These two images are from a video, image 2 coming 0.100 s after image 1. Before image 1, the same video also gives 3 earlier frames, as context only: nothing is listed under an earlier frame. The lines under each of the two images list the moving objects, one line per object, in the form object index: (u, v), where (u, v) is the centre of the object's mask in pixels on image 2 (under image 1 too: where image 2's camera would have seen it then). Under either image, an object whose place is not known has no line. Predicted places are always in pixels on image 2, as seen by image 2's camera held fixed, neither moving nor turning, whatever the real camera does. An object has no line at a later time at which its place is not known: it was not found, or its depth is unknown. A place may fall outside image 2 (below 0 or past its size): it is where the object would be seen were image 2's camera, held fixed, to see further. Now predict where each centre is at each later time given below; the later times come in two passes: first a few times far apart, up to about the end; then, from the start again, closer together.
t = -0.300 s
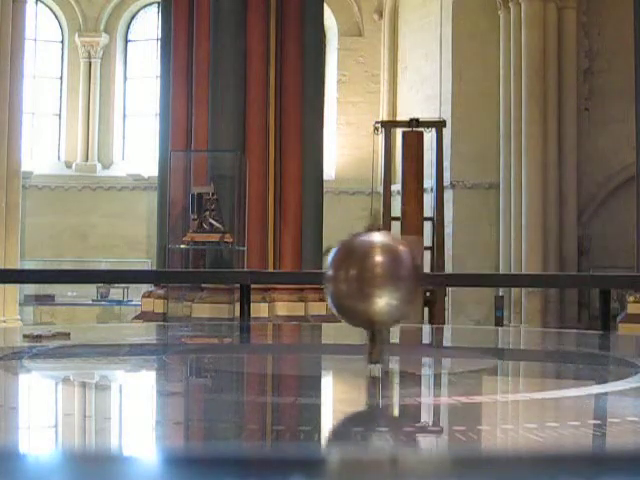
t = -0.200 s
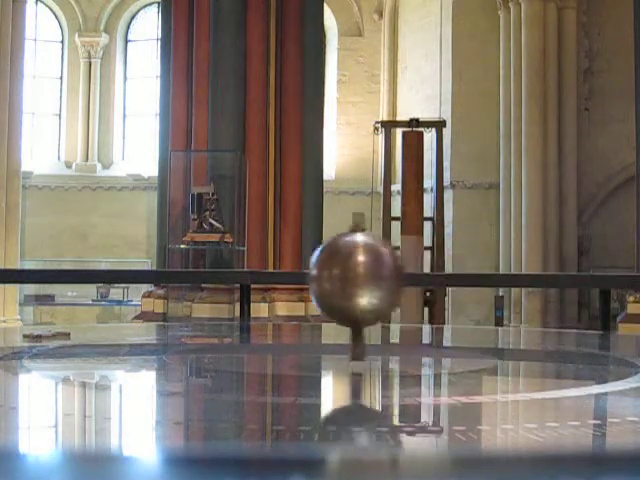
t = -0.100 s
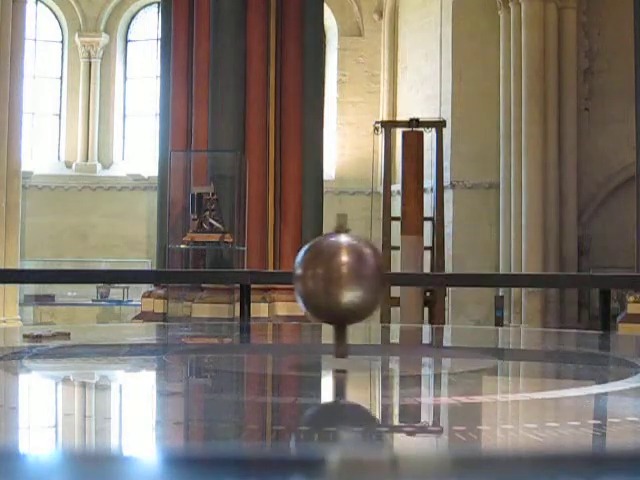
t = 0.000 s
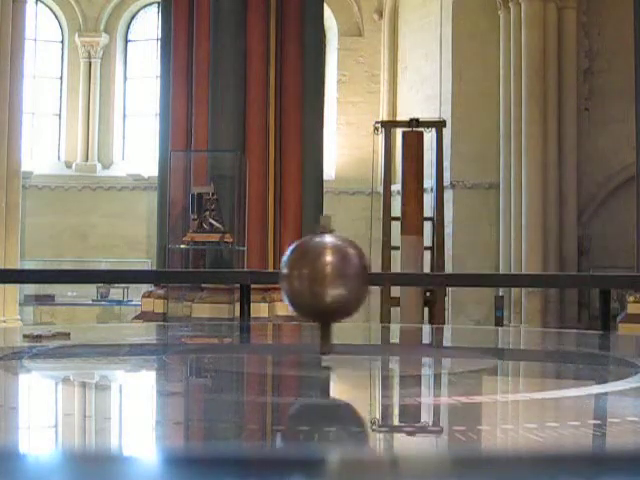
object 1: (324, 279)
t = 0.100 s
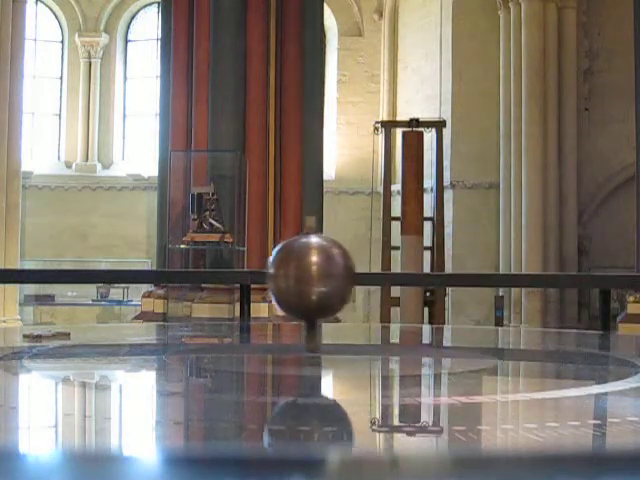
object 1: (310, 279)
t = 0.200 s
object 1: (297, 277)
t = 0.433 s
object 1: (268, 276)
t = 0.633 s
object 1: (248, 275)
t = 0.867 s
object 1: (227, 270)
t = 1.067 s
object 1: (215, 270)
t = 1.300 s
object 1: (204, 267)
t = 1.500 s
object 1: (195, 268)
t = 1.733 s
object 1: (189, 267)
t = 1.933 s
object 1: (186, 265)
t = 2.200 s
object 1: (186, 267)
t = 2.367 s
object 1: (188, 266)
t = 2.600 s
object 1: (193, 266)
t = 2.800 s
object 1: (200, 267)
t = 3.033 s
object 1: (211, 268)
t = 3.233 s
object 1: (222, 270)
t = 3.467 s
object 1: (239, 266)
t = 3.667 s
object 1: (257, 274)
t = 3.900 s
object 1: (281, 276)
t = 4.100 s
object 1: (307, 278)
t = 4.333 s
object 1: (339, 279)
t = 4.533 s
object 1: (369, 281)
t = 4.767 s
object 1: (411, 284)
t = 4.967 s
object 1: (446, 280)
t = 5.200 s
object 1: (493, 283)
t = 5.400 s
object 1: (532, 282)
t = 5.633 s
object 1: (574, 283)
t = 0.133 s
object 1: (305, 278)
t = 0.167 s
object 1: (301, 277)
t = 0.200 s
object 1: (297, 277)
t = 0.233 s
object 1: (293, 277)
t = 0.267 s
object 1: (288, 277)
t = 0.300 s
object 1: (284, 276)
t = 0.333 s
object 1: (279, 276)
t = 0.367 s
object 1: (275, 277)
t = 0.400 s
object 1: (271, 276)
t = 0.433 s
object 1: (268, 276)
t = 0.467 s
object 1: (265, 275)
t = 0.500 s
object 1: (261, 276)
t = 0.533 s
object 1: (257, 275)
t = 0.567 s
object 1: (254, 275)
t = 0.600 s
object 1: (251, 274)
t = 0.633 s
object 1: (248, 275)
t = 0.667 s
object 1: (245, 274)
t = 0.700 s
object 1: (242, 274)
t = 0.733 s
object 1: (239, 272)
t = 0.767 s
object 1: (236, 270)
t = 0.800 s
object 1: (233, 271)
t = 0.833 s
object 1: (230, 270)
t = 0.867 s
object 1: (227, 270)
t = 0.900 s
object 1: (225, 270)
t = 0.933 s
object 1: (223, 269)
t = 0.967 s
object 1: (221, 269)
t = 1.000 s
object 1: (219, 269)
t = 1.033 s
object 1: (217, 269)
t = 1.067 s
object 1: (215, 270)
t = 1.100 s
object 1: (213, 268)
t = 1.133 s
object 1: (212, 267)
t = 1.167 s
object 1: (210, 268)
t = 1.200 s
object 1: (208, 268)
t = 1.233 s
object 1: (207, 268)
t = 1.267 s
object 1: (205, 267)
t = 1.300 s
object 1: (204, 267)
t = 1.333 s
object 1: (204, 266)
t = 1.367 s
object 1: (201, 269)
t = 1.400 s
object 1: (198, 268)
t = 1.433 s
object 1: (197, 268)
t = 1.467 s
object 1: (196, 268)
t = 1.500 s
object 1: (195, 268)
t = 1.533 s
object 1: (193, 268)
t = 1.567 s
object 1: (192, 267)
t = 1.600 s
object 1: (191, 267)
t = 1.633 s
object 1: (191, 267)
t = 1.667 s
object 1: (190, 266)
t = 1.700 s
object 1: (190, 266)
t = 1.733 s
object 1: (189, 267)
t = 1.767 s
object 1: (189, 265)
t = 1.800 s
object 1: (187, 267)
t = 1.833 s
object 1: (187, 267)
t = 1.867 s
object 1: (187, 267)
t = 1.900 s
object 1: (187, 265)
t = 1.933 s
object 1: (186, 265)
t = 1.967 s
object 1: (186, 267)
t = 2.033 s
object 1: (186, 267)
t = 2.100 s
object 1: (186, 265)
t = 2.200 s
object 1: (186, 267)
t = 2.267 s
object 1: (186, 266)
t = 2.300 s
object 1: (187, 265)
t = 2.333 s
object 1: (187, 266)
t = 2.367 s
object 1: (188, 266)
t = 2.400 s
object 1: (188, 267)
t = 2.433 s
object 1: (189, 266)
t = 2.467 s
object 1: (190, 265)
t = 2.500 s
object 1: (190, 267)
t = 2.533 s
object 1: (191, 267)
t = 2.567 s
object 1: (192, 266)
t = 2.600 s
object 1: (193, 266)
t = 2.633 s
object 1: (194, 266)
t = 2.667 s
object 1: (194, 267)
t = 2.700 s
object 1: (196, 266)
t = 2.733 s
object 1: (198, 266)
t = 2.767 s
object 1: (199, 266)
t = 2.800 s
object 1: (200, 267)
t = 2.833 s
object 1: (200, 268)
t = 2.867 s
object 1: (202, 268)
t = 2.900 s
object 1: (204, 265)
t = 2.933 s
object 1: (206, 264)
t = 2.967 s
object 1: (207, 268)
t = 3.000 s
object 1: (208, 265)
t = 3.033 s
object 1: (211, 268)
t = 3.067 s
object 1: (213, 268)
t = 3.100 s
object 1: (215, 269)
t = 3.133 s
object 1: (216, 269)
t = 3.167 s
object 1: (219, 270)
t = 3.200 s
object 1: (221, 270)
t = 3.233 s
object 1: (222, 270)
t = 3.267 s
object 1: (225, 269)
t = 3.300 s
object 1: (227, 269)
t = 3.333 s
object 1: (229, 270)
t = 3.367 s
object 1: (230, 269)
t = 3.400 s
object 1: (233, 270)
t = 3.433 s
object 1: (236, 268)
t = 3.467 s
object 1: (239, 266)
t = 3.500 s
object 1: (241, 268)
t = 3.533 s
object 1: (245, 270)
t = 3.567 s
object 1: (249, 270)
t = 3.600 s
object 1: (251, 271)
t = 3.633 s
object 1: (254, 271)
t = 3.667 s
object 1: (257, 274)
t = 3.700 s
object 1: (260, 274)
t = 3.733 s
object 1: (264, 274)
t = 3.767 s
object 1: (267, 274)
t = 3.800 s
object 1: (271, 275)
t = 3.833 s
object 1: (274, 275)
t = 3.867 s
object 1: (278, 276)
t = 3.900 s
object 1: (281, 276)
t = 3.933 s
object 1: (286, 276)
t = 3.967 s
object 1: (291, 277)
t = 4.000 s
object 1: (295, 276)
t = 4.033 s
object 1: (299, 276)
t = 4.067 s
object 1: (303, 277)
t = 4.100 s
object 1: (307, 278)
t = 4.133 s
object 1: (312, 278)
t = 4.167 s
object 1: (316, 277)
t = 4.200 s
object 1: (321, 277)
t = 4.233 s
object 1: (325, 278)
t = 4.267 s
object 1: (330, 278)
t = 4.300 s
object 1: (335, 278)
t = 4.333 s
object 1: (339, 279)
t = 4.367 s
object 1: (343, 279)
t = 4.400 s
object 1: (348, 279)
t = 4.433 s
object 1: (354, 279)
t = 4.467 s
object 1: (359, 280)
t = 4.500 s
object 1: (365, 280)
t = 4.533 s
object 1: (369, 281)
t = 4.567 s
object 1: (375, 281)
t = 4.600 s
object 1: (382, 281)
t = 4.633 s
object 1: (387, 282)
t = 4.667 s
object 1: (393, 283)
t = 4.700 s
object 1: (399, 282)
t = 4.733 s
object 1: (405, 282)
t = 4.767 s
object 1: (411, 284)
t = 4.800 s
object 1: (417, 281)
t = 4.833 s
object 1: (423, 281)
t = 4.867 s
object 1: (429, 282)
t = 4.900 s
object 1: (435, 281)
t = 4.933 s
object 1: (441, 281)
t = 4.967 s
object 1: (446, 280)
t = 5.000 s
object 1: (453, 281)
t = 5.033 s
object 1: (460, 281)
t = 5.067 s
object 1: (467, 282)
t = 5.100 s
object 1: (472, 282)
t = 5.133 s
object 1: (479, 283)
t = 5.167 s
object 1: (485, 284)
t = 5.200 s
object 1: (493, 283)
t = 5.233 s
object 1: (500, 283)
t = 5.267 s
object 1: (506, 283)
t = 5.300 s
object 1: (513, 283)
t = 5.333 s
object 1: (519, 282)
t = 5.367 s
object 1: (525, 282)
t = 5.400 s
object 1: (532, 282)
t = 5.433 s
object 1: (538, 284)
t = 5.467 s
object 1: (545, 284)
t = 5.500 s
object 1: (551, 284)
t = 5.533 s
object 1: (557, 284)
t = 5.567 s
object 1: (562, 284)
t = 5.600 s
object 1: (568, 284)
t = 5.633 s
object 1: (574, 283)
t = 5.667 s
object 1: (579, 285)
